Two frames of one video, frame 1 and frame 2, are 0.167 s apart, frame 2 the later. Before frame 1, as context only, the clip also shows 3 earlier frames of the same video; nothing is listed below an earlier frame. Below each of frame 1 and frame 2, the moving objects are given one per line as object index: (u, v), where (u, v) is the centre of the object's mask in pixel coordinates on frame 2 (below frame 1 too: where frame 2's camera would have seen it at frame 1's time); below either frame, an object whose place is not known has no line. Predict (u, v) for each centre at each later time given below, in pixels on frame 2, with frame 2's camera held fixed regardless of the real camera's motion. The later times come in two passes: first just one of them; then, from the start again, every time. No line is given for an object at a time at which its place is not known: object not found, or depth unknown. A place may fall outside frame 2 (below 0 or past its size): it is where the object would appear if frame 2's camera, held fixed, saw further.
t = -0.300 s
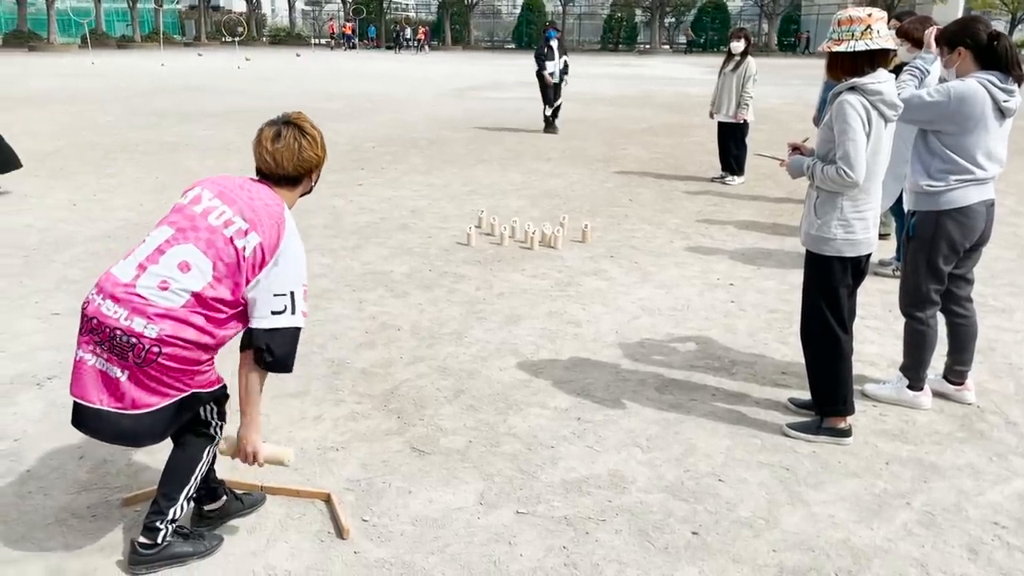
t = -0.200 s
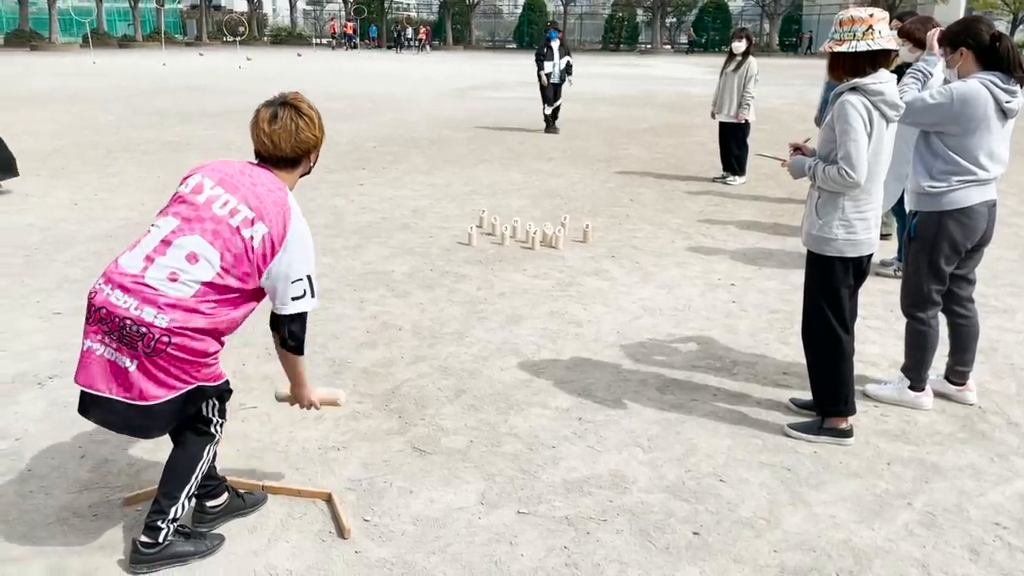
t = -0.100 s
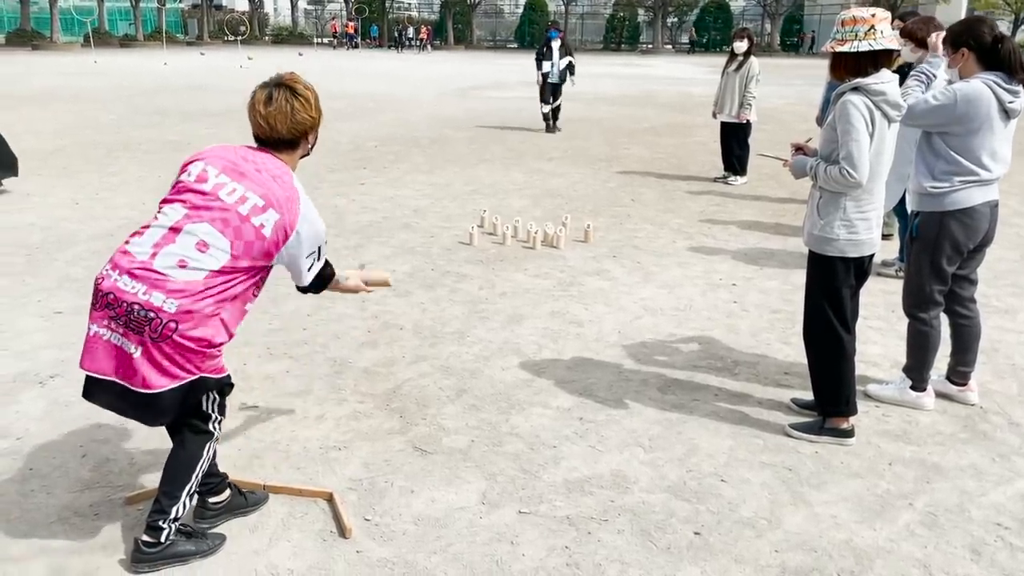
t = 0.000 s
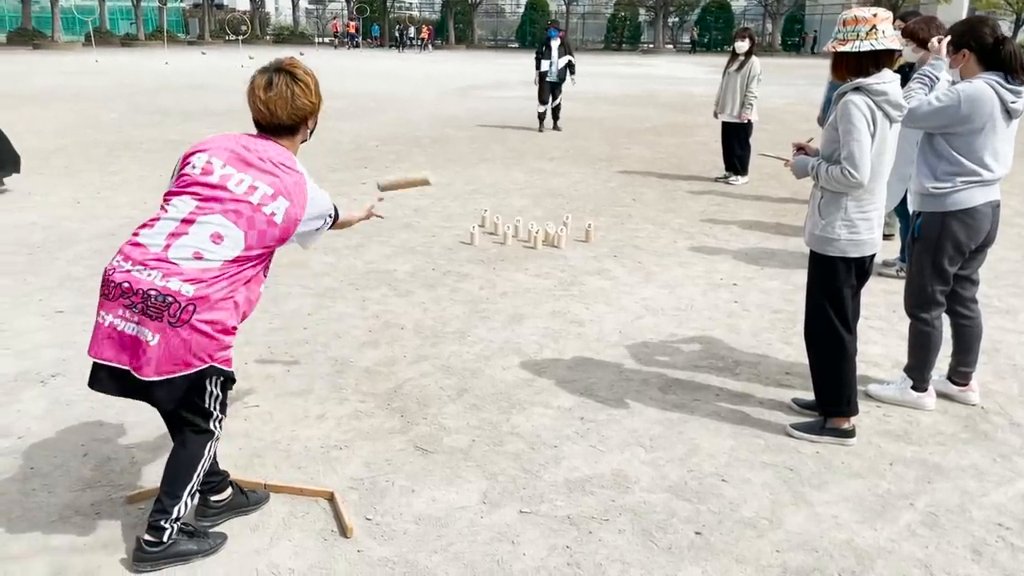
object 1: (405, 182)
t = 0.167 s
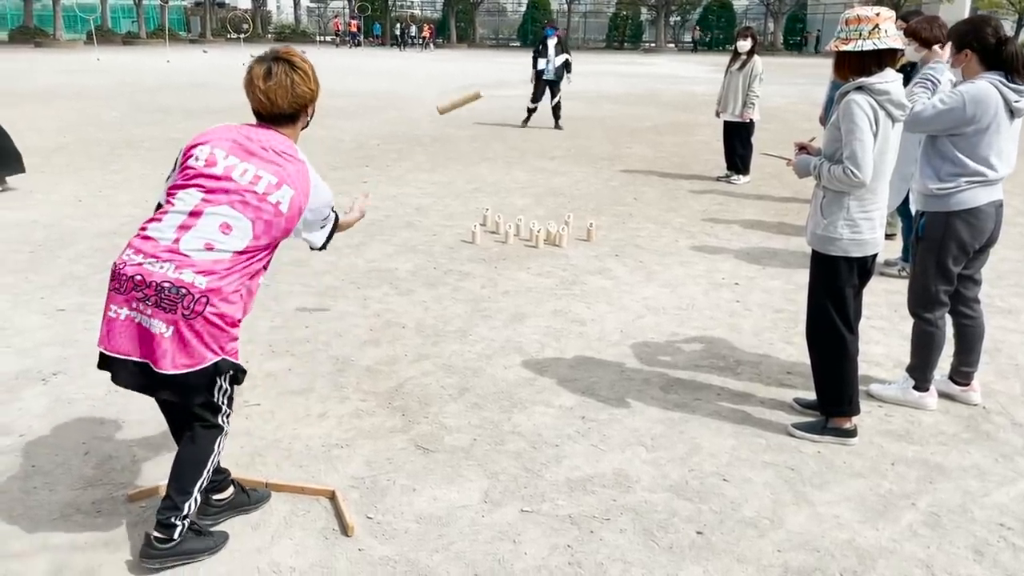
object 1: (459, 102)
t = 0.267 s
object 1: (483, 90)
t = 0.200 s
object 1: (467, 96)
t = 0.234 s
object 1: (476, 92)
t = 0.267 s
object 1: (483, 90)
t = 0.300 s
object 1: (490, 92)
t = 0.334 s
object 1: (497, 95)
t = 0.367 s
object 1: (502, 101)
